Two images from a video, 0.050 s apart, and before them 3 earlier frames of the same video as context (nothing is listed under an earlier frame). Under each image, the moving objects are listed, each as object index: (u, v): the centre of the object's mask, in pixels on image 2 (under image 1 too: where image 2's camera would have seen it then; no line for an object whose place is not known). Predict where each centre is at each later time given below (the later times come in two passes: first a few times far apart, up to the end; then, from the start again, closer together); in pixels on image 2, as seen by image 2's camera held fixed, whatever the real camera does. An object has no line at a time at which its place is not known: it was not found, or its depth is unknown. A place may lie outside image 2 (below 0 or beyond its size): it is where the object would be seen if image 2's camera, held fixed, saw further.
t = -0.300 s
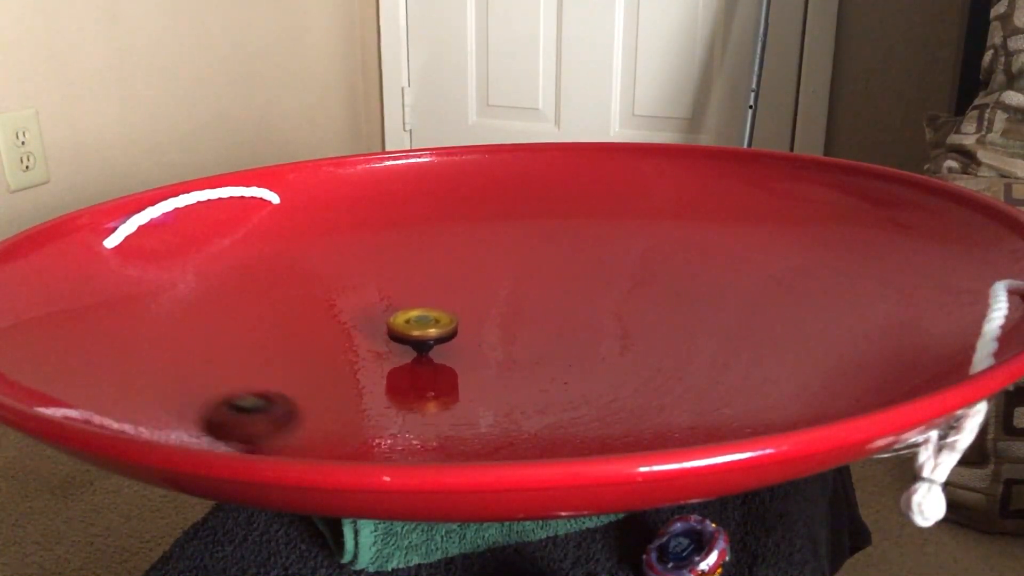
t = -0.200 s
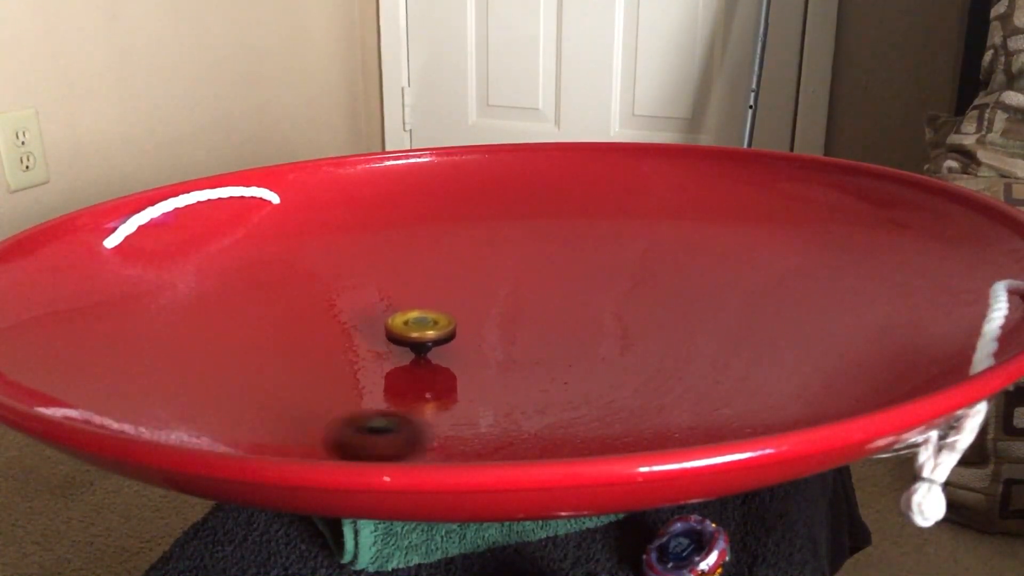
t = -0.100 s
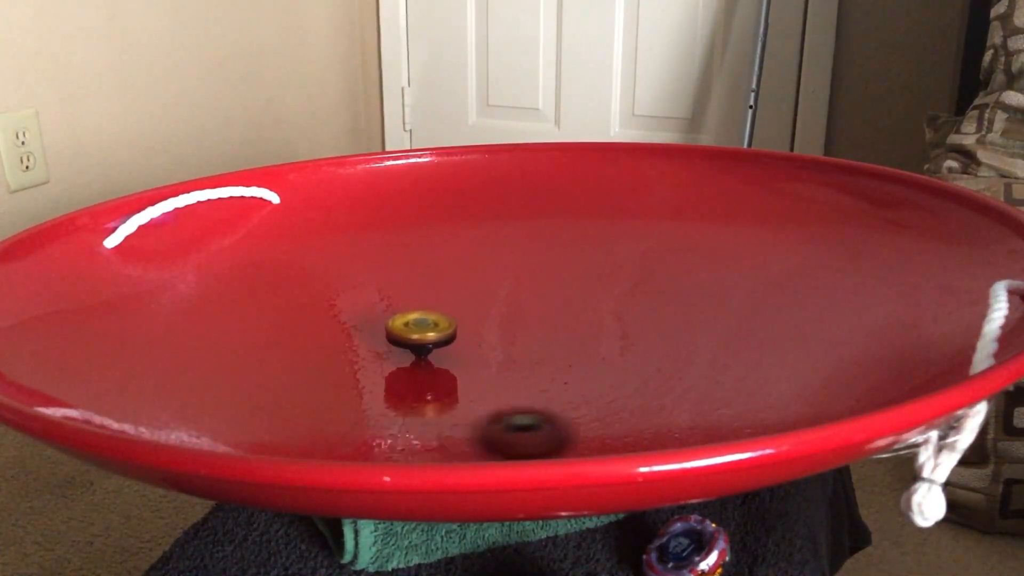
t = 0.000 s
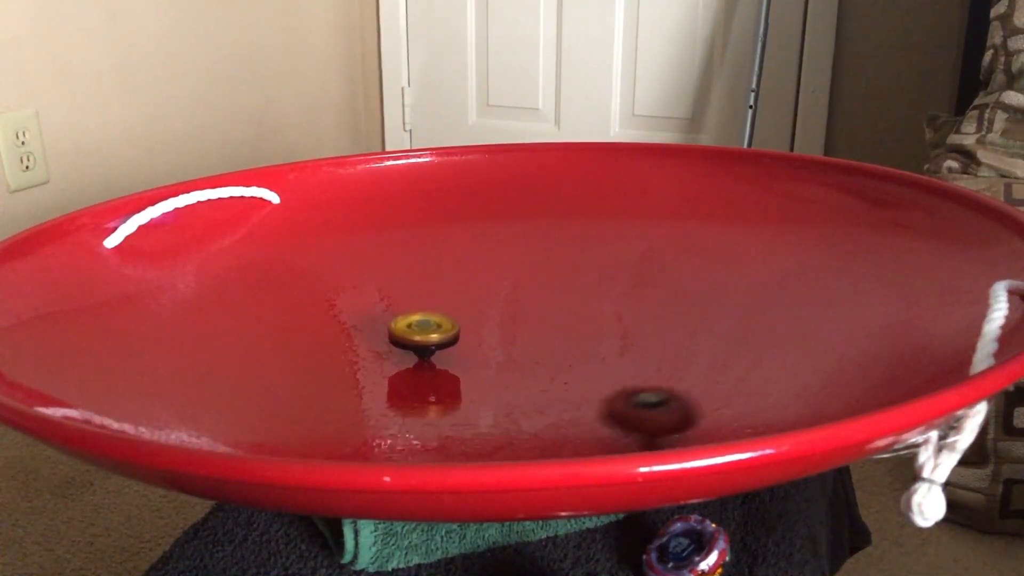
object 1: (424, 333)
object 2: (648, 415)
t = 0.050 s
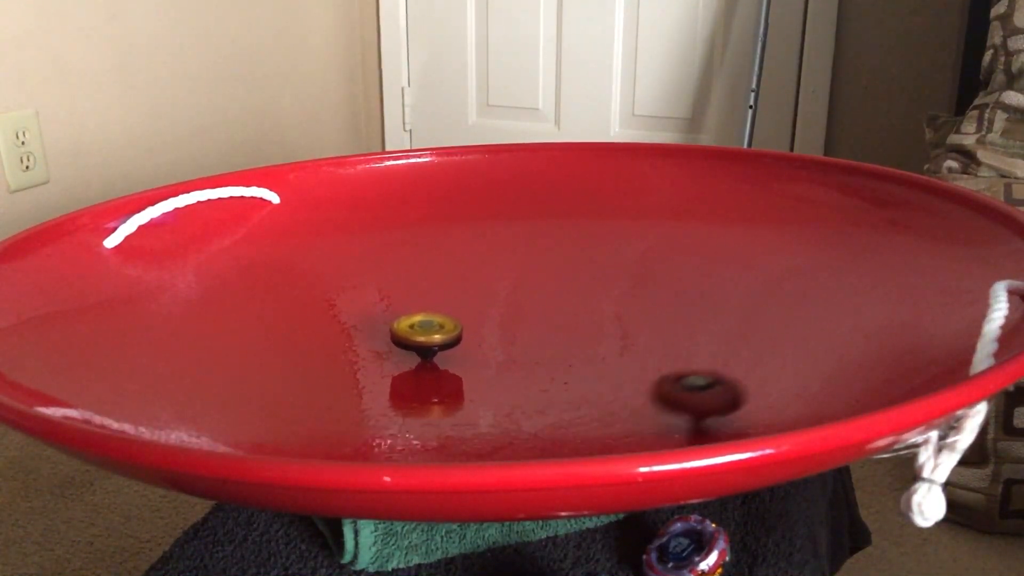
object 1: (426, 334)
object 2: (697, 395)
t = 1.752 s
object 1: (459, 316)
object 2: (565, 426)
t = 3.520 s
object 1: (454, 327)
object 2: (490, 431)
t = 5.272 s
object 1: (475, 325)
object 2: (384, 427)
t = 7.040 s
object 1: (433, 331)
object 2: (297, 414)
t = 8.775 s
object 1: (463, 319)
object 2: (217, 373)
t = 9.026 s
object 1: (458, 322)
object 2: (432, 424)
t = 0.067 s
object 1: (427, 334)
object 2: (703, 388)
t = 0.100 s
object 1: (429, 334)
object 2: (725, 375)
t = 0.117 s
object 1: (430, 334)
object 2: (734, 369)
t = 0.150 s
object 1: (432, 334)
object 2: (748, 355)
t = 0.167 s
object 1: (433, 334)
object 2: (753, 349)
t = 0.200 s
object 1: (436, 334)
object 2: (759, 336)
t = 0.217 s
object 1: (437, 334)
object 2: (761, 329)
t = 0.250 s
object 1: (439, 334)
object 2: (761, 317)
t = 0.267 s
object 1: (440, 334)
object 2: (759, 311)
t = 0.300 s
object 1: (443, 334)
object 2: (756, 298)
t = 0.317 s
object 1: (444, 333)
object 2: (752, 292)
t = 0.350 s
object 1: (447, 333)
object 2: (741, 282)
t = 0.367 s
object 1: (448, 333)
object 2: (734, 277)
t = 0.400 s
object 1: (450, 332)
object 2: (718, 268)
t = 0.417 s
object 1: (451, 332)
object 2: (710, 263)
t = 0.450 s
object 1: (454, 332)
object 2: (691, 256)
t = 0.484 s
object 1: (456, 331)
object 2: (671, 249)
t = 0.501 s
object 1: (457, 331)
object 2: (661, 246)
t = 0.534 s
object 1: (459, 330)
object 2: (638, 239)
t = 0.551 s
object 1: (460, 330)
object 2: (627, 237)
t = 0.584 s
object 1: (462, 329)
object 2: (604, 233)
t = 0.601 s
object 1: (462, 329)
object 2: (593, 232)
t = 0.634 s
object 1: (464, 328)
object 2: (568, 228)
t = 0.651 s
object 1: (465, 327)
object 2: (555, 226)
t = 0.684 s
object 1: (466, 327)
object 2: (525, 223)
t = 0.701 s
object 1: (467, 326)
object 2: (513, 223)
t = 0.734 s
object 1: (468, 325)
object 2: (485, 221)
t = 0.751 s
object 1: (469, 325)
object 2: (472, 221)
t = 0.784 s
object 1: (470, 324)
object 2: (447, 221)
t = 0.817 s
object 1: (471, 324)
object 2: (420, 222)
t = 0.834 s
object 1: (471, 323)
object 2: (406, 223)
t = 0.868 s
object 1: (472, 323)
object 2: (381, 225)
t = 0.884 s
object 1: (473, 322)
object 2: (368, 226)
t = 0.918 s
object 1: (474, 321)
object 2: (342, 230)
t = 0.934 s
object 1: (475, 321)
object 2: (330, 232)
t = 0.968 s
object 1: (476, 320)
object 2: (306, 237)
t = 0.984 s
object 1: (476, 320)
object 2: (294, 239)
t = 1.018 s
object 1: (477, 319)
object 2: (270, 246)
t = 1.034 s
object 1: (477, 319)
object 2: (258, 249)
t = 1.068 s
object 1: (478, 318)
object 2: (237, 257)
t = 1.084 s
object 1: (478, 318)
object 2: (226, 261)
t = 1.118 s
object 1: (479, 317)
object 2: (207, 270)
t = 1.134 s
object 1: (479, 317)
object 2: (199, 275)
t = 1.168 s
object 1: (479, 316)
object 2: (183, 285)
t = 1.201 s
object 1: (479, 316)
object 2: (169, 296)
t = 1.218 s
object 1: (479, 315)
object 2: (165, 302)
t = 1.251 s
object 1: (479, 315)
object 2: (157, 313)
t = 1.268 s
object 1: (479, 314)
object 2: (154, 319)
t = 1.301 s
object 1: (479, 314)
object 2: (152, 333)
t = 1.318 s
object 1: (478, 314)
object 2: (152, 339)
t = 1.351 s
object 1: (477, 313)
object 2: (157, 353)
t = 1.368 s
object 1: (477, 313)
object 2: (162, 359)
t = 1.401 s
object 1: (476, 313)
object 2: (174, 373)
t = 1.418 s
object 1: (475, 313)
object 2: (182, 379)
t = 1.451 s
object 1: (473, 313)
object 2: (203, 392)
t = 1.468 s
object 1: (473, 313)
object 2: (216, 398)
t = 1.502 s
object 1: (471, 313)
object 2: (245, 412)
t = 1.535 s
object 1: (469, 313)
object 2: (280, 421)
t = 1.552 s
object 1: (468, 313)
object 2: (301, 424)
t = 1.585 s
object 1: (466, 314)
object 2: (341, 429)
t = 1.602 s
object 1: (465, 314)
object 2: (363, 431)
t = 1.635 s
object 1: (464, 314)
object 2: (408, 433)
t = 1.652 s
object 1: (463, 315)
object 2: (432, 434)
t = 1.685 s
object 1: (461, 315)
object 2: (476, 434)
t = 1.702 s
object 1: (461, 315)
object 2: (499, 432)
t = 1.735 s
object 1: (459, 316)
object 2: (544, 428)
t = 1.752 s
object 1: (459, 316)
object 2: (565, 426)
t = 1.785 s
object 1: (458, 317)
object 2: (604, 419)
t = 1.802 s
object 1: (457, 317)
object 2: (623, 415)
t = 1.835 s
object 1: (456, 318)
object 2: (658, 404)
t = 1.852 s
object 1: (456, 319)
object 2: (673, 398)
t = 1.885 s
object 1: (455, 319)
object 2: (693, 386)
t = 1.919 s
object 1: (454, 320)
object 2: (715, 373)
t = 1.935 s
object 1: (454, 321)
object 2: (723, 367)
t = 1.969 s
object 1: (453, 322)
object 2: (737, 355)
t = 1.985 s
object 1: (453, 322)
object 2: (742, 348)
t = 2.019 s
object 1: (452, 323)
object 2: (749, 335)
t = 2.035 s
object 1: (452, 323)
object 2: (749, 329)
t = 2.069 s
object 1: (452, 324)
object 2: (750, 317)
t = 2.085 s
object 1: (451, 325)
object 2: (748, 311)
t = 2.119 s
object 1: (451, 325)
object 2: (743, 299)
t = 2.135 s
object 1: (451, 326)
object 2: (739, 294)
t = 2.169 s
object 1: (451, 327)
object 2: (732, 284)
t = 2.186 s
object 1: (451, 327)
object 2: (726, 279)
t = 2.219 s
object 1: (451, 328)
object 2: (711, 270)
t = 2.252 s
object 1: (451, 328)
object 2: (695, 262)
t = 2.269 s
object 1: (450, 329)
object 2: (685, 258)
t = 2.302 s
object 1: (450, 330)
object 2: (667, 251)
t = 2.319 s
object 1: (450, 330)
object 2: (657, 248)
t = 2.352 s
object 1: (450, 331)
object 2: (636, 243)
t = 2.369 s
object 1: (451, 331)
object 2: (625, 240)
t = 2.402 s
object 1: (451, 332)
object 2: (602, 236)
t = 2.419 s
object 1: (451, 332)
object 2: (591, 234)
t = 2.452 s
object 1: (451, 332)
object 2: (566, 231)
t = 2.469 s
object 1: (451, 333)
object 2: (554, 229)
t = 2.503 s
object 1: (452, 333)
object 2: (529, 227)
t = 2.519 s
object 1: (452, 333)
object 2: (515, 227)
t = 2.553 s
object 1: (452, 334)
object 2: (487, 226)
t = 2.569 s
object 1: (452, 334)
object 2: (474, 225)
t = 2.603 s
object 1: (452, 335)
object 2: (449, 226)
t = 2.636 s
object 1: (453, 335)
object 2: (425, 227)
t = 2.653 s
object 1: (453, 335)
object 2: (411, 228)
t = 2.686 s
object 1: (453, 336)
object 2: (386, 230)
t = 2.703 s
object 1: (453, 336)
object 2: (374, 231)
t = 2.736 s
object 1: (454, 336)
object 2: (349, 234)
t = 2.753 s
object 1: (454, 336)
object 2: (336, 237)
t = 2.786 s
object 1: (454, 336)
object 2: (312, 242)
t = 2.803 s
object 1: (454, 336)
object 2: (301, 244)
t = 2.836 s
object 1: (455, 336)
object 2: (279, 250)
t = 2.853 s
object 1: (455, 336)
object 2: (267, 254)
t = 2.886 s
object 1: (455, 336)
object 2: (247, 261)
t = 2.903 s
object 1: (455, 336)
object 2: (238, 265)
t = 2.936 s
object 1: (456, 336)
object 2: (219, 274)
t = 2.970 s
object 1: (457, 336)
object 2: (203, 283)
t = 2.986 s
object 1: (457, 336)
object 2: (195, 288)
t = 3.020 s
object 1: (457, 336)
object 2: (183, 299)
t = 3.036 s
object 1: (458, 335)
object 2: (178, 305)
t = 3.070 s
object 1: (458, 335)
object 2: (171, 316)
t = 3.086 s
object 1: (458, 335)
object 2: (168, 322)
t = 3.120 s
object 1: (458, 334)
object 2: (166, 334)
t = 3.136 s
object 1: (458, 334)
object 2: (166, 340)
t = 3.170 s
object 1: (458, 334)
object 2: (171, 353)
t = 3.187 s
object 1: (458, 333)
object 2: (175, 360)
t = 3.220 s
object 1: (458, 333)
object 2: (187, 372)
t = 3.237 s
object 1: (458, 332)
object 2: (194, 378)
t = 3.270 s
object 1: (458, 332)
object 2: (213, 391)
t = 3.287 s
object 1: (458, 332)
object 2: (225, 396)
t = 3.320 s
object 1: (458, 331)
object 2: (253, 410)
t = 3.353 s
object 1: (457, 330)
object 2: (285, 419)
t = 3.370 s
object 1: (457, 330)
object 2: (303, 423)
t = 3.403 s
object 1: (457, 329)
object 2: (341, 428)
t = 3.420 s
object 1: (456, 329)
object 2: (361, 429)
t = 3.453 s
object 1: (455, 328)
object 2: (403, 432)
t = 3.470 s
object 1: (455, 327)
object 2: (426, 432)
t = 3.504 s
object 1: (454, 327)
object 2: (468, 432)
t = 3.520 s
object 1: (454, 327)
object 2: (490, 431)
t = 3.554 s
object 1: (453, 326)
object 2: (532, 427)
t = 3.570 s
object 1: (453, 326)
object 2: (551, 425)
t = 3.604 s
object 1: (452, 325)
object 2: (591, 419)
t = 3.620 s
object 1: (452, 325)
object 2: (607, 415)
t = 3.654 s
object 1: (451, 324)
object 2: (641, 405)
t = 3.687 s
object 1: (450, 324)
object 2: (664, 394)
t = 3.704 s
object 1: (449, 323)
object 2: (676, 388)
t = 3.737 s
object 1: (448, 323)
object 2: (698, 377)
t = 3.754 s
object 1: (448, 323)
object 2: (708, 370)
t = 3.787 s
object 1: (447, 322)
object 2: (722, 359)
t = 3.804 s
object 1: (447, 322)
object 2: (728, 353)
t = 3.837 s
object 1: (446, 322)
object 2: (735, 340)
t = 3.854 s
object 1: (445, 321)
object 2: (737, 334)
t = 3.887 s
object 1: (444, 321)
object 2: (738, 323)
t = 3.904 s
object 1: (444, 321)
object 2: (737, 317)
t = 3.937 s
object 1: (443, 321)
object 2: (733, 306)
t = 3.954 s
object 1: (443, 320)
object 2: (731, 300)
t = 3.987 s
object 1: (442, 320)
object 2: (724, 290)
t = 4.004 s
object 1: (441, 320)
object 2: (718, 285)
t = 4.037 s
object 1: (441, 320)
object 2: (705, 276)
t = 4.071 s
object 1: (440, 320)
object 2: (689, 268)
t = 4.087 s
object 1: (440, 319)
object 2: (680, 265)
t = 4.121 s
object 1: (439, 319)
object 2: (663, 258)
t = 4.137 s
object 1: (439, 319)
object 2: (652, 255)
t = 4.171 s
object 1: (438, 319)
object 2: (632, 249)
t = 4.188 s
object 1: (438, 319)
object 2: (622, 247)
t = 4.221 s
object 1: (438, 319)
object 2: (600, 242)
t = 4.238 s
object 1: (438, 319)
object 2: (589, 241)
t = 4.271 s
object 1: (438, 320)
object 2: (566, 237)
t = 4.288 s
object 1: (438, 320)
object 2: (554, 236)
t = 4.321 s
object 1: (438, 320)
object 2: (529, 233)
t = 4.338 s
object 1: (438, 320)
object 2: (517, 232)
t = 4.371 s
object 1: (439, 320)
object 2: (492, 231)
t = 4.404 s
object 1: (439, 321)
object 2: (465, 231)
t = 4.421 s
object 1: (440, 321)
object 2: (452, 230)
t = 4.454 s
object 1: (441, 321)
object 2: (429, 231)
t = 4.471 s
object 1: (441, 321)
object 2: (414, 231)
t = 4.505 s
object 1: (442, 322)
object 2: (391, 233)
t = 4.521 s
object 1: (443, 322)
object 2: (379, 235)
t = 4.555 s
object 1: (444, 322)
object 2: (354, 238)
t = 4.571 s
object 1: (444, 322)
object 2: (341, 239)
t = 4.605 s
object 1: (445, 322)
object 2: (319, 244)
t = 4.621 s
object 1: (446, 323)
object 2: (307, 246)
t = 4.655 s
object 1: (447, 323)
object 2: (287, 251)
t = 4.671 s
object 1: (448, 323)
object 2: (275, 255)
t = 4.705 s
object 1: (450, 323)
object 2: (256, 261)
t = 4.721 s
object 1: (450, 323)
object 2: (245, 265)
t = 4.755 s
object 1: (452, 324)
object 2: (228, 273)
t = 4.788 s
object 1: (454, 324)
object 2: (213, 282)
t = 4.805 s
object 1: (455, 324)
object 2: (205, 287)
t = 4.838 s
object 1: (456, 324)
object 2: (192, 297)
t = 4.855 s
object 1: (457, 324)
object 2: (187, 302)
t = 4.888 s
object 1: (458, 324)
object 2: (179, 313)
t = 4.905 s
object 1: (459, 324)
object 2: (176, 318)
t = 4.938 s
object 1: (461, 325)
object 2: (173, 330)
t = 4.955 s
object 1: (462, 325)
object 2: (173, 336)
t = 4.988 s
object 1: (463, 325)
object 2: (176, 348)
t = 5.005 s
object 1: (464, 325)
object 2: (179, 354)
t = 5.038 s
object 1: (465, 325)
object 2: (188, 366)
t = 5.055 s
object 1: (466, 325)
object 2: (195, 372)
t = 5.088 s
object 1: (468, 325)
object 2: (211, 384)
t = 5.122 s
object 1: (469, 325)
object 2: (233, 395)
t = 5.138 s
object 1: (470, 325)
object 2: (246, 400)
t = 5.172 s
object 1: (471, 325)
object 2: (274, 413)
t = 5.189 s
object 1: (472, 325)
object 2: (291, 416)
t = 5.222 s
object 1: (473, 325)
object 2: (326, 422)
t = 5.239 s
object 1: (474, 325)
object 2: (344, 424)
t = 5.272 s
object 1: (475, 325)
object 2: (384, 427)
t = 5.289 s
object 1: (475, 325)
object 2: (403, 428)
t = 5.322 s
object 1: (476, 325)
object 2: (445, 429)
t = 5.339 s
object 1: (477, 325)
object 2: (466, 429)
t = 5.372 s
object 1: (478, 325)
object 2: (507, 426)
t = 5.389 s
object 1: (478, 325)
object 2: (527, 425)
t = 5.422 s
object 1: (479, 325)
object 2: (563, 419)
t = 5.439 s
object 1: (479, 325)
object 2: (582, 415)
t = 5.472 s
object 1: (480, 325)
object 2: (615, 406)
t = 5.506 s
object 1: (481, 325)
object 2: (645, 396)
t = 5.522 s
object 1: (481, 325)
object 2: (658, 392)
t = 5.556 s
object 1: (481, 324)
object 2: (674, 380)
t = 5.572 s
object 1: (481, 324)
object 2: (685, 375)
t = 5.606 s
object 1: (481, 324)
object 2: (700, 363)
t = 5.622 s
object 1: (481, 324)
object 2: (707, 357)
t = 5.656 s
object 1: (481, 324)
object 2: (717, 346)
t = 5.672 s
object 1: (481, 324)
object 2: (721, 340)
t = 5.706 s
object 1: (480, 324)
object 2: (724, 329)
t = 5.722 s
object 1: (480, 323)
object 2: (724, 323)
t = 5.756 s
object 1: (479, 323)
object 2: (722, 312)
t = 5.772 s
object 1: (478, 323)
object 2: (721, 307)
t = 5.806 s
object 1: (478, 323)
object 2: (714, 297)
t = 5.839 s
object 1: (476, 323)
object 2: (704, 288)
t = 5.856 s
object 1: (476, 323)
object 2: (698, 282)
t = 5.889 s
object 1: (474, 323)
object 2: (685, 274)
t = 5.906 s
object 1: (473, 323)
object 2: (678, 270)
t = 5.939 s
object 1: (472, 323)
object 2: (663, 263)
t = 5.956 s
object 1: (471, 323)
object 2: (654, 260)
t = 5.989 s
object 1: (469, 323)
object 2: (636, 254)
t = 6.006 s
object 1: (468, 323)
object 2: (626, 251)
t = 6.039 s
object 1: (467, 323)
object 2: (609, 246)
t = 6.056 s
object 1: (466, 324)
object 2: (599, 244)
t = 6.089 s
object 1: (464, 324)
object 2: (577, 241)
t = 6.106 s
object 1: (463, 324)
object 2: (567, 239)
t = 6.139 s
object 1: (461, 324)
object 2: (544, 236)
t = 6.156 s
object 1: (460, 324)
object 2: (533, 235)
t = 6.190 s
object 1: (459, 324)
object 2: (510, 234)
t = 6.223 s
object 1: (457, 325)
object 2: (487, 233)
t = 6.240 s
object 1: (456, 325)
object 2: (475, 233)
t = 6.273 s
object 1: (454, 325)
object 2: (450, 233)
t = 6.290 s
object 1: (453, 325)
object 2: (438, 233)
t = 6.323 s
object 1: (451, 325)
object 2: (415, 234)
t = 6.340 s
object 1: (451, 325)
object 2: (404, 235)
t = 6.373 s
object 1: (449, 325)
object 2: (380, 237)
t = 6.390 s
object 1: (448, 325)
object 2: (369, 238)
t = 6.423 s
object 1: (446, 326)
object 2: (345, 242)
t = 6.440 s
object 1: (446, 326)
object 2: (331, 244)
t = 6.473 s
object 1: (444, 326)
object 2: (312, 249)
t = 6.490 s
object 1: (443, 326)
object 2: (299, 251)
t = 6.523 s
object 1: (442, 326)
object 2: (277, 258)
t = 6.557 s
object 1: (440, 327)
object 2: (259, 264)
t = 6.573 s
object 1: (440, 327)
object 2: (250, 268)
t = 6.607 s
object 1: (438, 327)
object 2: (232, 276)
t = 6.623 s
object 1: (437, 327)
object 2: (226, 280)
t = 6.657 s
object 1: (436, 328)
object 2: (211, 289)
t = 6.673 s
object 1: (435, 328)
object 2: (204, 294)
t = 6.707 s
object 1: (434, 328)
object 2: (194, 304)
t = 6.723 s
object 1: (434, 328)
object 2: (190, 310)
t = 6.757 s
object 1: (433, 329)
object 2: (185, 320)
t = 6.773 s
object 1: (432, 329)
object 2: (183, 327)
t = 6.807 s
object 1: (432, 329)
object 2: (183, 337)
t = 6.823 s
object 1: (432, 329)
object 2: (184, 343)
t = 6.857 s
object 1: (431, 330)
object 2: (190, 355)
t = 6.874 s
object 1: (431, 330)
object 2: (194, 361)
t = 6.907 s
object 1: (431, 330)
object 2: (206, 373)
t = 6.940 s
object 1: (431, 331)
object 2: (222, 383)
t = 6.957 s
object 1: (431, 331)
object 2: (232, 389)
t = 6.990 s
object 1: (432, 331)
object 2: (255, 399)
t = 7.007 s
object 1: (432, 331)
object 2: (269, 403)
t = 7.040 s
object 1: (433, 331)
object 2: (297, 414)
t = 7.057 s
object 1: (433, 331)
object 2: (314, 418)
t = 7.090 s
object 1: (435, 332)
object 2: (350, 423)
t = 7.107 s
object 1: (435, 332)
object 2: (367, 424)
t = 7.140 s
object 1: (437, 332)
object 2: (406, 427)
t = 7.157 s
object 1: (437, 332)
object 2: (427, 428)
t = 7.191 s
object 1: (439, 332)
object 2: (466, 428)
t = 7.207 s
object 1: (439, 332)
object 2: (485, 427)
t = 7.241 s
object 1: (441, 332)
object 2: (524, 423)
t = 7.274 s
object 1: (443, 331)
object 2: (560, 419)
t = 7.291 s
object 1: (443, 331)
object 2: (578, 413)
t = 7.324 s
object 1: (445, 331)
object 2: (610, 408)
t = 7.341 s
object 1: (446, 331)
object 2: (624, 402)
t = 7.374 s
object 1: (447, 330)
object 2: (652, 392)
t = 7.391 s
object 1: (448, 330)
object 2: (663, 387)
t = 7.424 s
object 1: (450, 330)
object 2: (684, 378)
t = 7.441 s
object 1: (450, 329)
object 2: (693, 371)
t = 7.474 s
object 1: (451, 329)
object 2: (707, 360)
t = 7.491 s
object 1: (452, 328)
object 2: (713, 355)
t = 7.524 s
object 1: (454, 328)
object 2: (721, 343)
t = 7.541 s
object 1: (454, 328)
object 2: (718, 338)
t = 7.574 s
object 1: (455, 327)
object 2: (719, 327)
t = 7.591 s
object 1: (456, 327)
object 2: (719, 321)
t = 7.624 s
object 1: (458, 326)
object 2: (716, 311)
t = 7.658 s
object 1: (459, 326)
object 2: (710, 302)
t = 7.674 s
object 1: (459, 326)
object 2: (705, 296)
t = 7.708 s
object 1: (460, 325)
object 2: (695, 288)
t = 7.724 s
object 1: (461, 325)
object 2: (690, 283)
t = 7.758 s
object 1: (462, 324)
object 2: (676, 276)
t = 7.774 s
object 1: (462, 324)
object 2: (669, 272)
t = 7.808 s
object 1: (463, 323)
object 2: (652, 265)
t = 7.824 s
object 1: (463, 323)
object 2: (643, 262)
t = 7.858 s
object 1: (464, 323)
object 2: (625, 256)
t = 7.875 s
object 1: (464, 322)
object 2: (615, 254)
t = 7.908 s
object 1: (465, 322)
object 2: (599, 249)
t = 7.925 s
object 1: (466, 322)
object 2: (589, 247)
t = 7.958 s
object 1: (466, 321)
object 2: (567, 244)
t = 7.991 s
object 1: (467, 321)
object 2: (545, 241)
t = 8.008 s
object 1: (467, 321)
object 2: (535, 240)
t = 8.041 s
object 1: (468, 320)
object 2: (513, 238)
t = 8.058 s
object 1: (468, 320)
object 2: (501, 238)
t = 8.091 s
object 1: (469, 320)
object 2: (477, 237)
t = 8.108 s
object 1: (469, 319)
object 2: (466, 237)
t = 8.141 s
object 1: (470, 319)
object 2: (442, 237)
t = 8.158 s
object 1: (470, 319)
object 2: (430, 237)
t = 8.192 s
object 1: (471, 318)
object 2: (407, 239)
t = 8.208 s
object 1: (471, 318)
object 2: (396, 240)
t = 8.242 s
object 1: (471, 318)
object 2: (372, 242)
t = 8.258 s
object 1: (471, 318)
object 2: (361, 244)
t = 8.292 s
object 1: (471, 317)
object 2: (336, 247)
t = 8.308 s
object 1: (471, 317)
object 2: (326, 249)
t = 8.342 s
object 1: (471, 317)
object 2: (307, 255)
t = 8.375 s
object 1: (471, 317)
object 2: (284, 260)
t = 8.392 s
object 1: (471, 316)
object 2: (275, 263)
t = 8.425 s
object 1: (470, 316)
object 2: (258, 269)
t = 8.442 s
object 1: (470, 316)
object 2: (248, 273)
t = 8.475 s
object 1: (469, 316)
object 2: (233, 281)
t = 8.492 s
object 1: (469, 316)
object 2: (227, 285)
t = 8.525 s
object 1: (469, 316)
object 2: (215, 294)
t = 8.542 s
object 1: (468, 316)
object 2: (209, 299)
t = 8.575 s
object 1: (468, 317)
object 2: (200, 308)
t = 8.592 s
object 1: (467, 317)
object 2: (197, 313)
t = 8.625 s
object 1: (466, 317)
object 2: (192, 324)
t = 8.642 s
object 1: (466, 317)
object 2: (192, 329)
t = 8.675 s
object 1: (465, 317)
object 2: (192, 340)
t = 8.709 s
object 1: (465, 318)
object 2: (196, 352)
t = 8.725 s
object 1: (464, 318)
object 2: (200, 357)
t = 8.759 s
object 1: (463, 318)
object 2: (210, 368)
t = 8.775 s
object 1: (463, 319)
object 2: (217, 373)
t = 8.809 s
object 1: (462, 319)
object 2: (233, 383)
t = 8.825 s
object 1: (462, 320)
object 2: (244, 388)
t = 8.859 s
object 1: (461, 320)
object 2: (267, 398)
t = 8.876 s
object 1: (461, 321)
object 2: (280, 403)
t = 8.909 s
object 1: (460, 321)
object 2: (308, 409)
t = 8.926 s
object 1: (460, 321)
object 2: (324, 412)
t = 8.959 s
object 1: (459, 322)
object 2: (360, 419)
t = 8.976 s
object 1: (458, 322)
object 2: (377, 420)
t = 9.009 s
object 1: (458, 322)
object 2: (412, 424)
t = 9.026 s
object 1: (458, 322)
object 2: (432, 424)
